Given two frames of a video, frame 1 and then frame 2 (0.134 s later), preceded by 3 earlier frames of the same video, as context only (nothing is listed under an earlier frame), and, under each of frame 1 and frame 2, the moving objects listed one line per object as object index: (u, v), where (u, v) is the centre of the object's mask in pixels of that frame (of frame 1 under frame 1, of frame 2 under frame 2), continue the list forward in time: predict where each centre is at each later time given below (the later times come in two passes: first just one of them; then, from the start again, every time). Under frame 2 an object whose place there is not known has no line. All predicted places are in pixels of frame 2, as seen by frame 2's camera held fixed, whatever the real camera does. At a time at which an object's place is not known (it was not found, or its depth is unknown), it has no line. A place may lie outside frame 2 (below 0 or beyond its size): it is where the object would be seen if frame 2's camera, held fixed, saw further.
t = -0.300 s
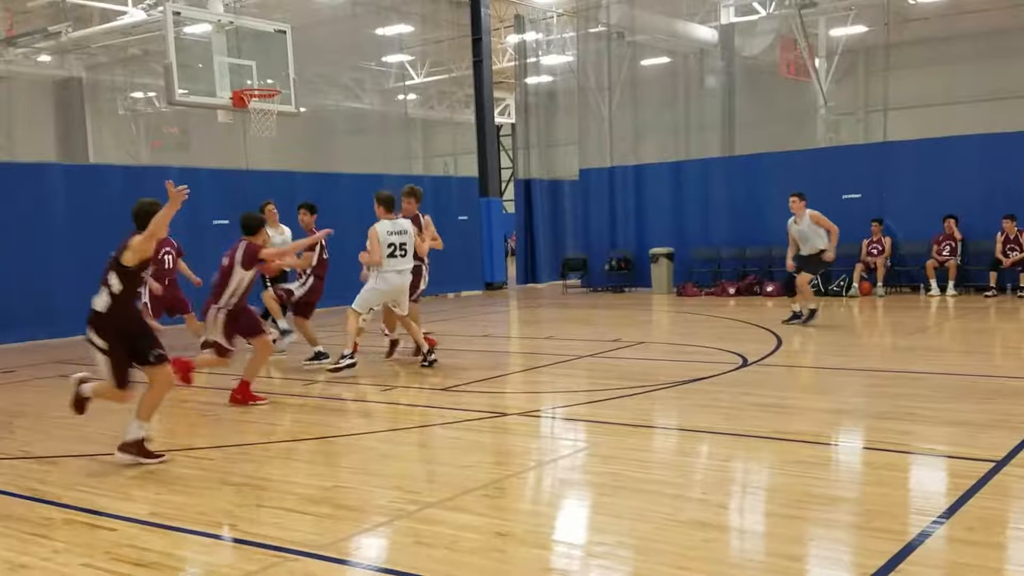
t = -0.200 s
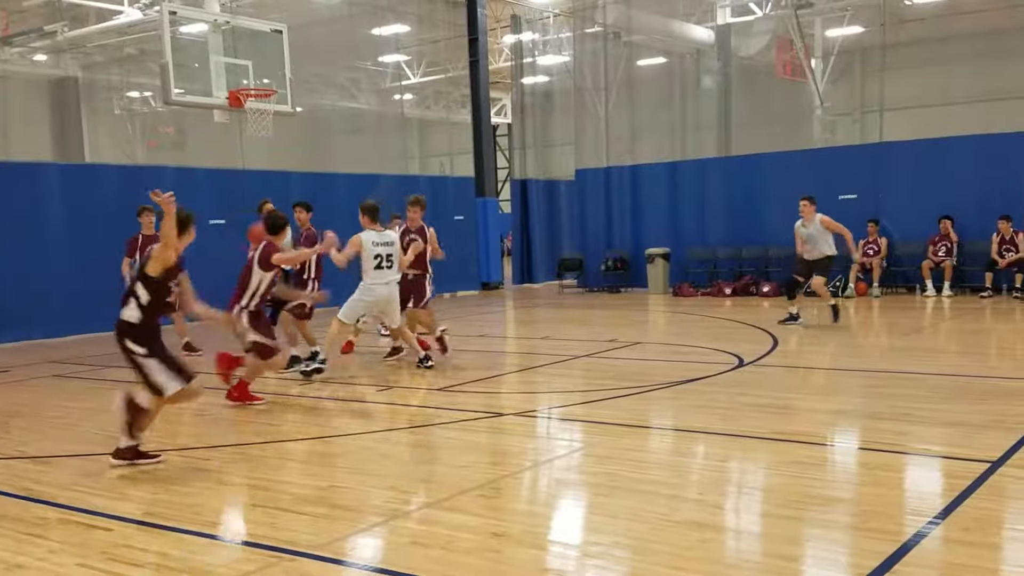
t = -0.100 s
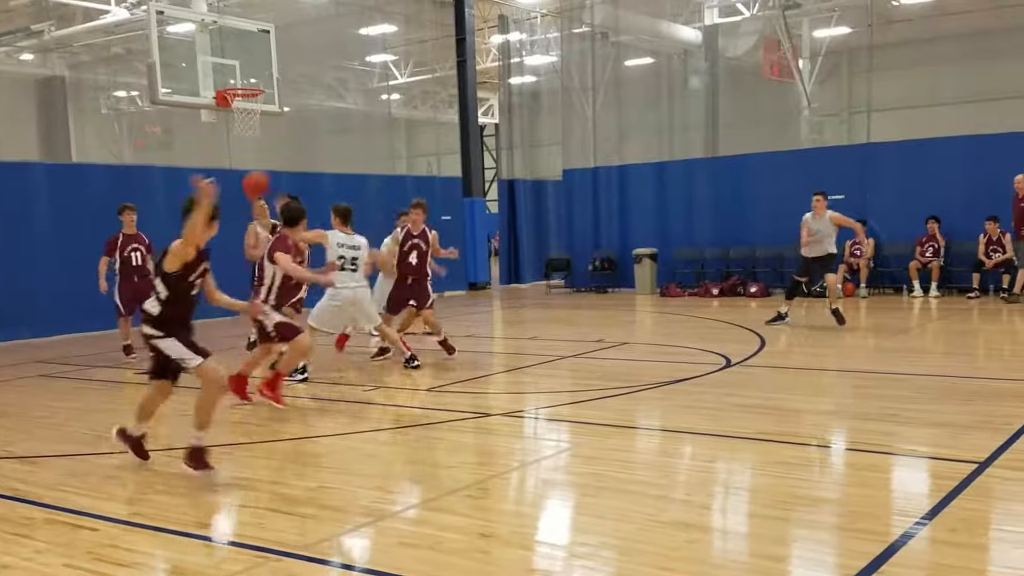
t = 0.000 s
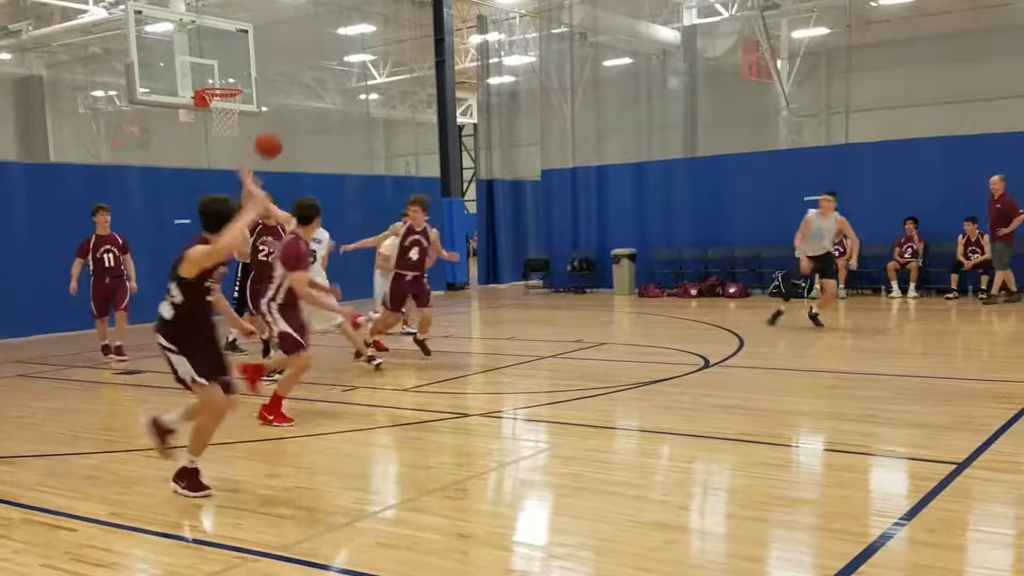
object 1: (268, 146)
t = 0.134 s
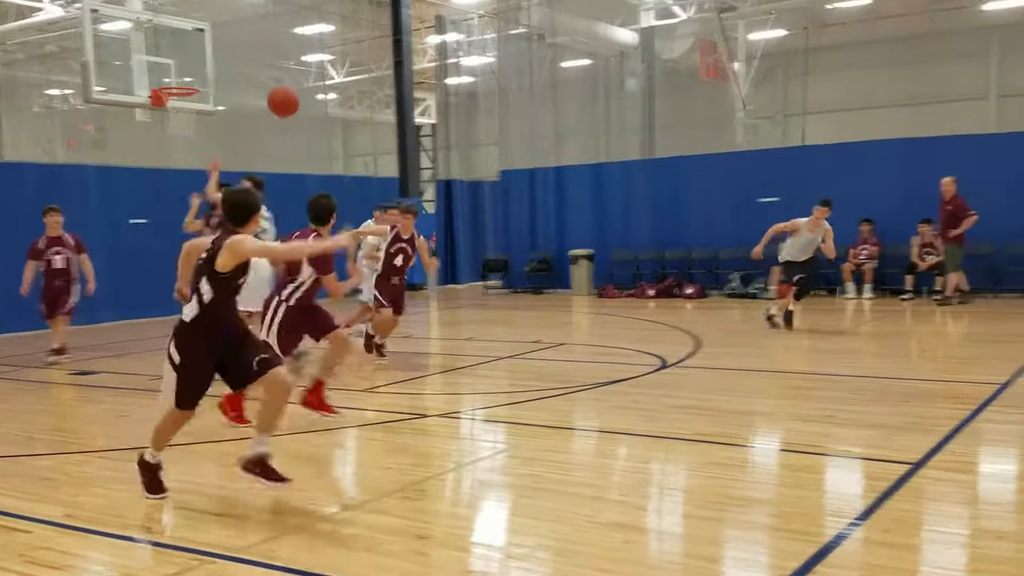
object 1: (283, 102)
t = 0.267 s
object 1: (349, 74)
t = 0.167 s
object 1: (299, 93)
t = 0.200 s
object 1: (315, 85)
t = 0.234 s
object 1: (331, 78)
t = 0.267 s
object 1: (349, 74)
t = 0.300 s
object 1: (368, 70)
